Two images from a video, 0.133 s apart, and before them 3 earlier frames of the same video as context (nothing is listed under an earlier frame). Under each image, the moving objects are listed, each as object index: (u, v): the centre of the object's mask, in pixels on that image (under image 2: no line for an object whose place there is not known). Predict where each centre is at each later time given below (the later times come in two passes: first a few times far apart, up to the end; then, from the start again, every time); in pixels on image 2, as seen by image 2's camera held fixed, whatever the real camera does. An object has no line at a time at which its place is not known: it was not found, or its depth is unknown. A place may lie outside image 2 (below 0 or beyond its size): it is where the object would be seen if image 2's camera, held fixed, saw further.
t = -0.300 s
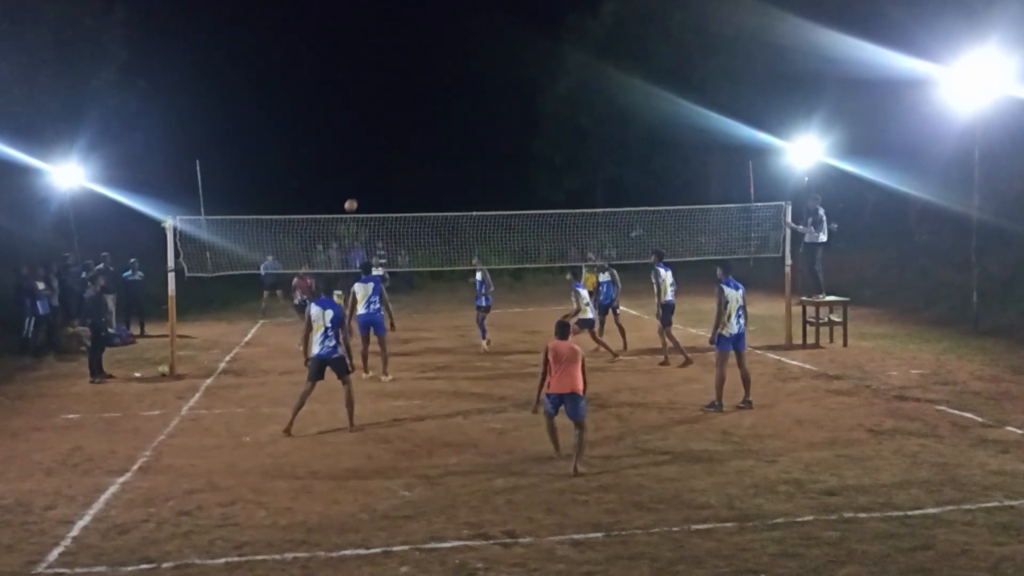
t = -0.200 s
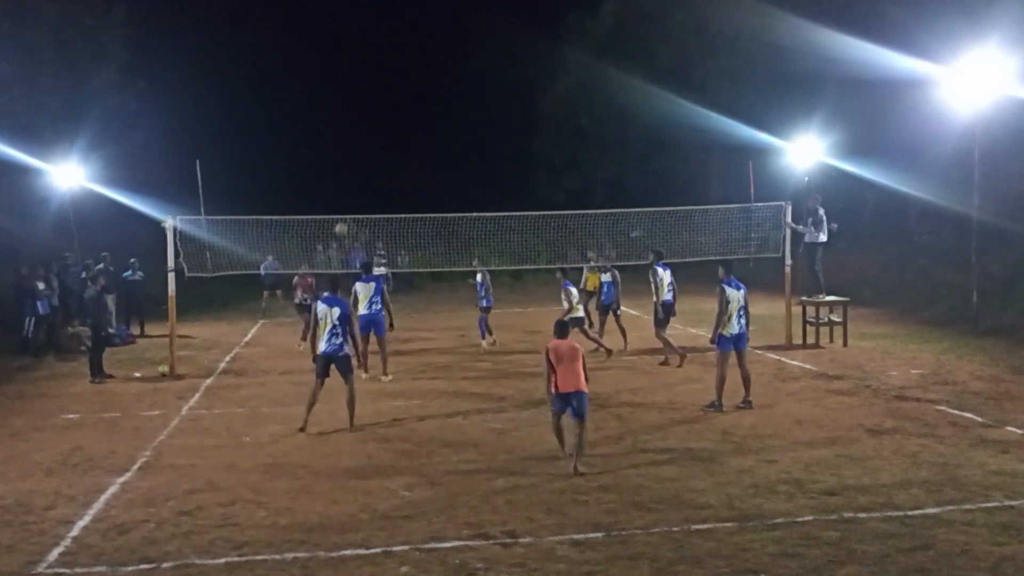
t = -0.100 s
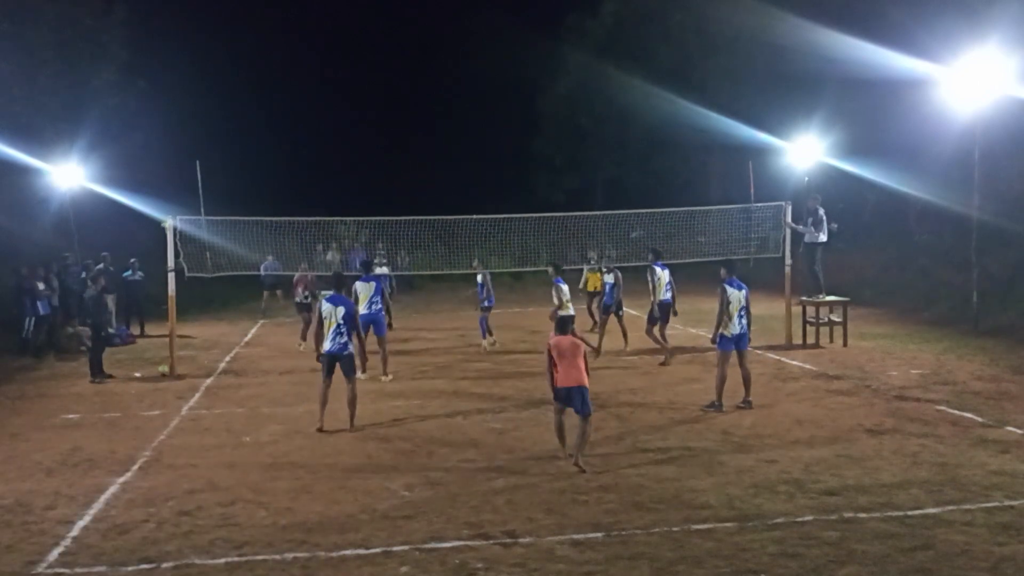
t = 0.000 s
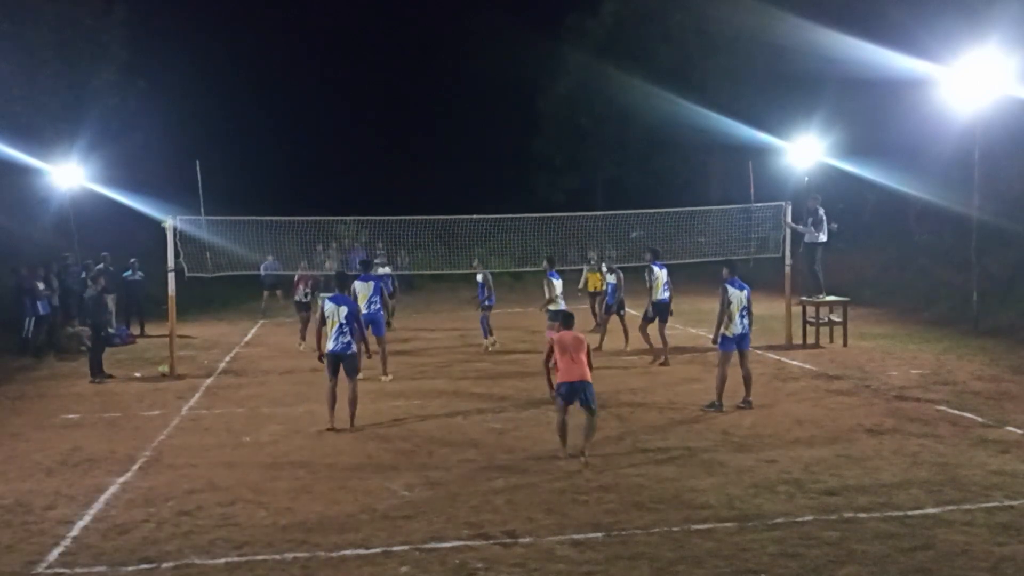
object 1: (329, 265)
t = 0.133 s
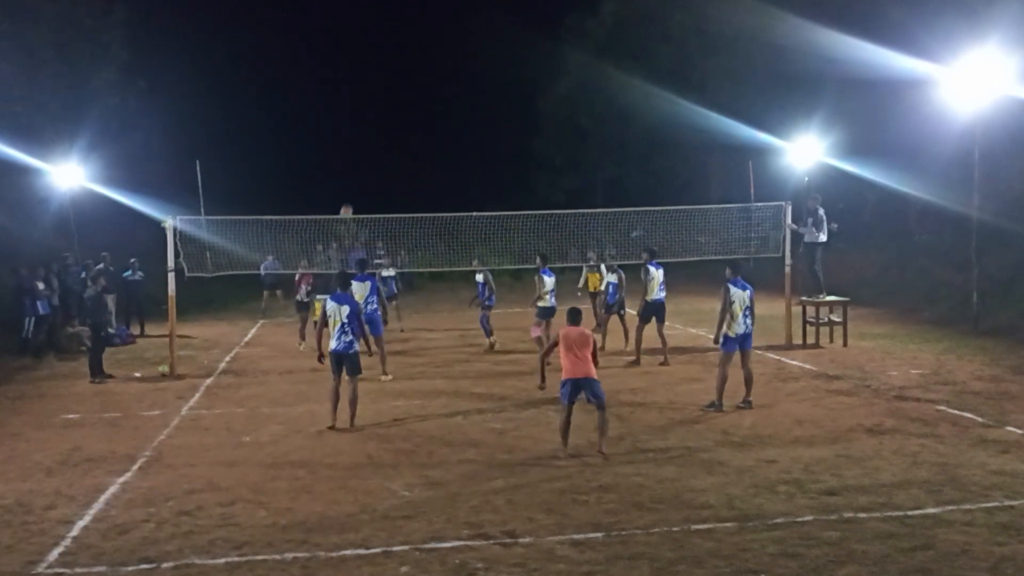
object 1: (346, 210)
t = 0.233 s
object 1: (357, 179)
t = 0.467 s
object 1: (384, 125)
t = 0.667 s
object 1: (407, 102)
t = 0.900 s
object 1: (435, 103)
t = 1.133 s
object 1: (461, 132)
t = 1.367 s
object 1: (488, 186)
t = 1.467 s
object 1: (500, 215)
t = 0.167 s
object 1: (350, 201)
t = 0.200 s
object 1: (353, 190)
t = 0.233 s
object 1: (357, 179)
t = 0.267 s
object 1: (361, 170)
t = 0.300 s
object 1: (365, 160)
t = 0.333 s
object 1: (369, 152)
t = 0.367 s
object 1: (372, 144)
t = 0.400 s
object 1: (376, 137)
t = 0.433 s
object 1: (380, 131)
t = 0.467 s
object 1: (384, 125)
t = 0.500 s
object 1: (388, 119)
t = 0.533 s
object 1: (392, 115)
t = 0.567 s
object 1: (396, 111)
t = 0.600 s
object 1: (400, 107)
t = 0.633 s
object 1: (403, 105)
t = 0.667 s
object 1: (407, 102)
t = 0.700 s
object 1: (411, 101)
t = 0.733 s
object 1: (415, 100)
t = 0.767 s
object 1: (419, 99)
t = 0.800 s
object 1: (423, 100)
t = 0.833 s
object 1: (427, 100)
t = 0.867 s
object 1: (430, 102)
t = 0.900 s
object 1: (435, 103)
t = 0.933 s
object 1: (438, 106)
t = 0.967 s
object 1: (442, 109)
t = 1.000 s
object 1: (446, 112)
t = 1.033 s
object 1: (450, 117)
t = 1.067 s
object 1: (454, 121)
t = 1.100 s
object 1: (458, 127)
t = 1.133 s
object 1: (461, 132)
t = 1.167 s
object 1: (465, 138)
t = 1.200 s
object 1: (469, 145)
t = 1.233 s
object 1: (473, 152)
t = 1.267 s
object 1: (477, 160)
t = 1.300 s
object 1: (481, 168)
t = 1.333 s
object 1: (484, 177)
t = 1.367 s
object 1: (488, 186)
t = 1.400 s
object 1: (492, 195)
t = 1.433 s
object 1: (495, 205)
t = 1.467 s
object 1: (500, 215)
